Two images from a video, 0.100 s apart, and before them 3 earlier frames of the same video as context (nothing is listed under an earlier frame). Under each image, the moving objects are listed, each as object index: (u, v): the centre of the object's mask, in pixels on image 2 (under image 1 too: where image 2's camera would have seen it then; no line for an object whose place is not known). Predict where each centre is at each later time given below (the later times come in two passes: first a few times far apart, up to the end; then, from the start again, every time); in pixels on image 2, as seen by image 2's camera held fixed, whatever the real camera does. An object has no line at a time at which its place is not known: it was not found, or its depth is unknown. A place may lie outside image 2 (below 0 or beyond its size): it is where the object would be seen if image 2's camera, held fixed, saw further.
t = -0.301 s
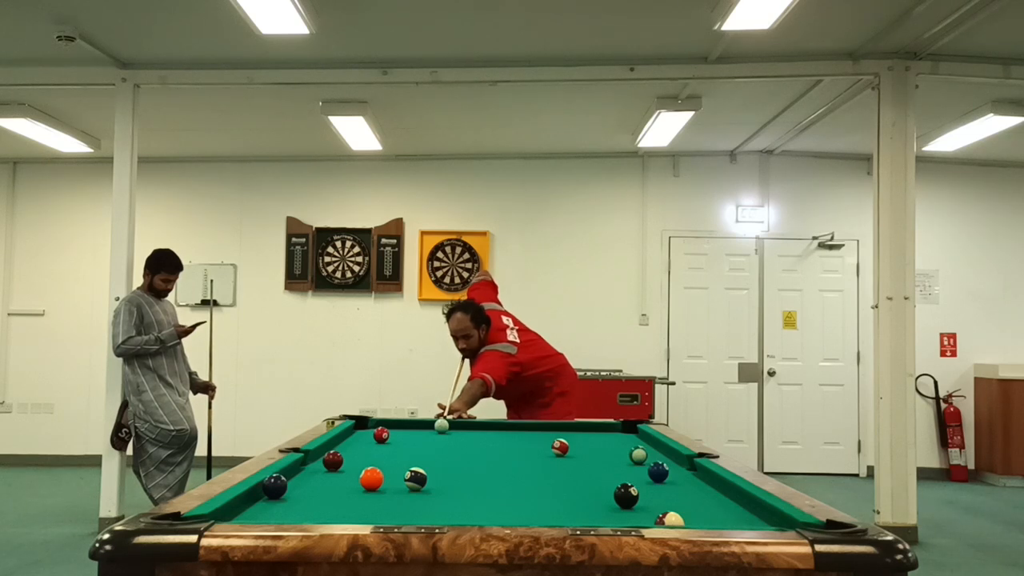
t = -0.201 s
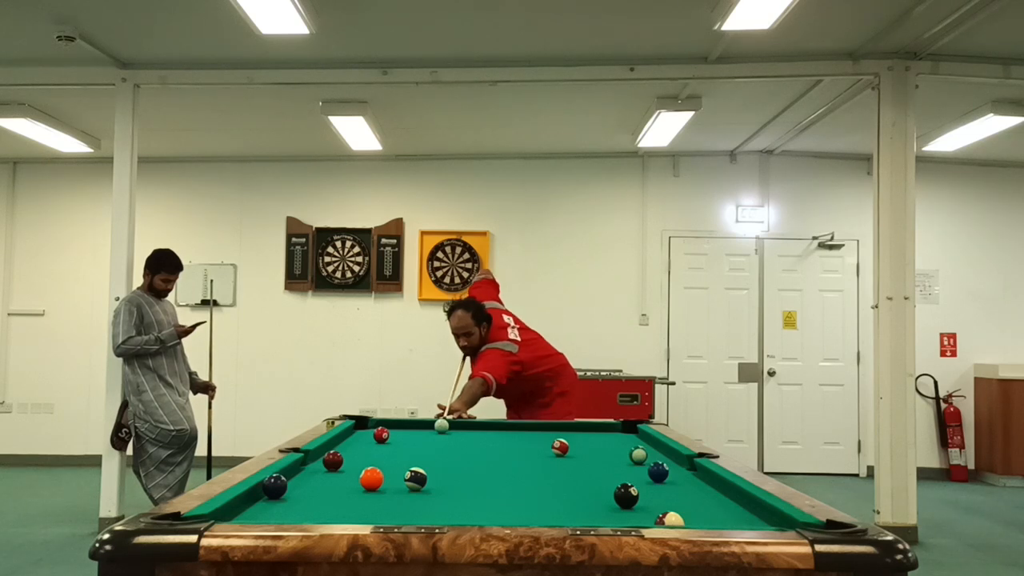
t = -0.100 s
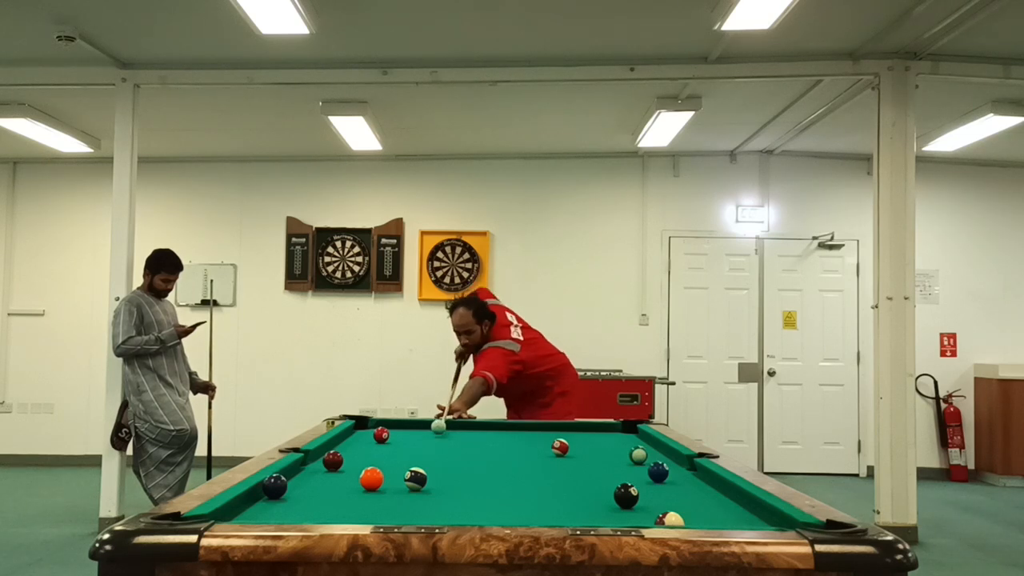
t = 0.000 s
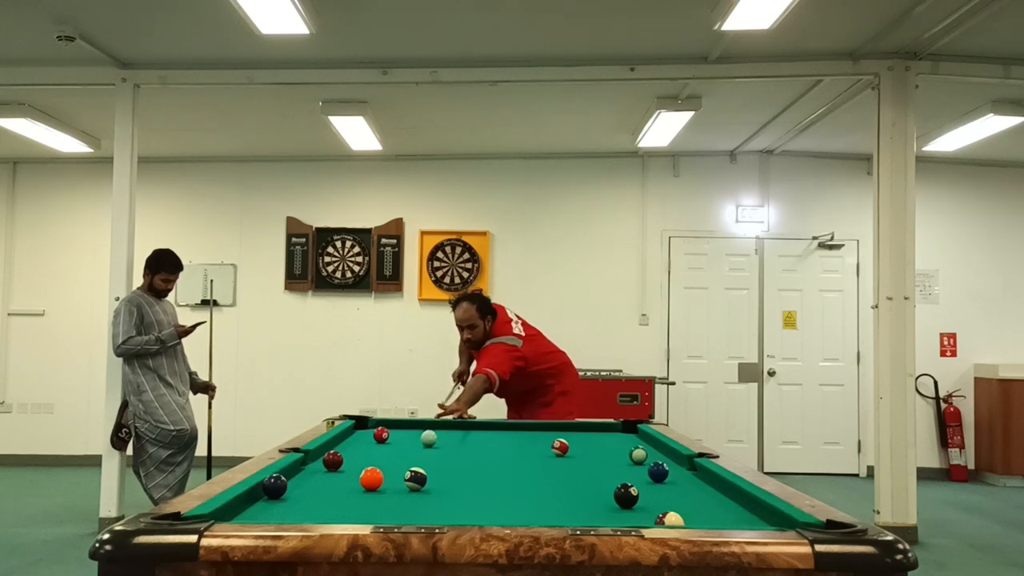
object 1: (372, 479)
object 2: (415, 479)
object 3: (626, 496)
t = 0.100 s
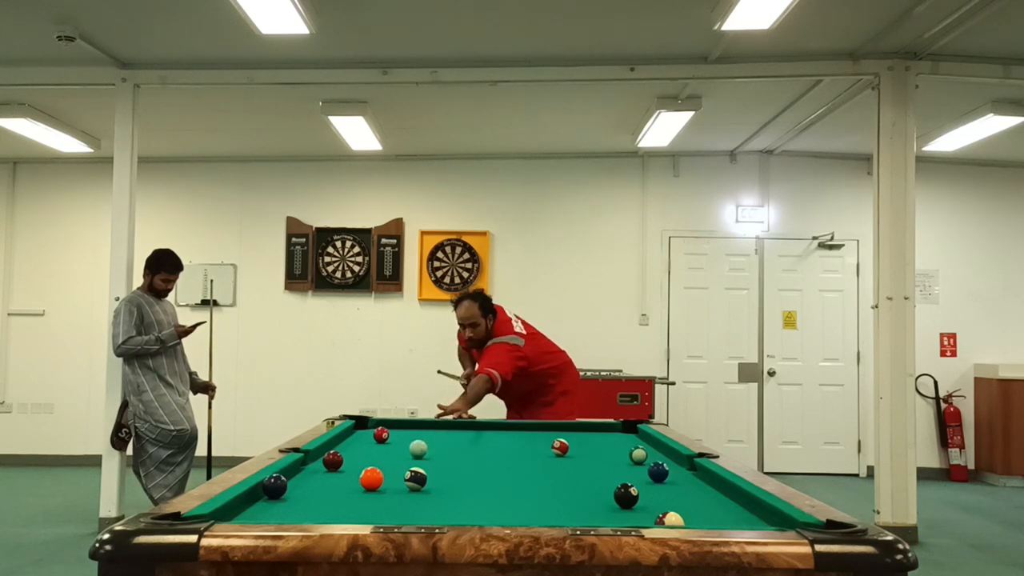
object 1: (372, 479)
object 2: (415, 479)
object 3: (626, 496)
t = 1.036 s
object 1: (296, 515)
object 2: (606, 493)
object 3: (639, 497)
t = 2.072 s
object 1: (418, 505)
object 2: (661, 492)
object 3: (741, 510)
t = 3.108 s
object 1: (491, 493)
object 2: (685, 493)
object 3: (710, 513)
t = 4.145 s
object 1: (533, 486)
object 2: (687, 492)
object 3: (708, 513)
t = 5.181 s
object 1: (548, 483)
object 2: (687, 492)
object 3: (709, 513)
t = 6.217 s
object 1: (550, 483)
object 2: (687, 493)
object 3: (708, 513)
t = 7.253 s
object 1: (550, 483)
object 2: (687, 493)
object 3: (708, 513)
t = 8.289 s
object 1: (550, 483)
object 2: (687, 493)
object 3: (708, 513)
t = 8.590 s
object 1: (550, 483)
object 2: (687, 492)
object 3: (708, 513)
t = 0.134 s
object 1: (372, 479)
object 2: (415, 479)
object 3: (626, 496)
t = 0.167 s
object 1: (372, 479)
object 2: (415, 479)
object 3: (626, 496)
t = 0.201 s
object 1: (372, 479)
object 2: (415, 479)
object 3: (626, 496)
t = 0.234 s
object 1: (372, 479)
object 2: (415, 479)
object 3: (626, 496)
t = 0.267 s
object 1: (372, 479)
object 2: (415, 479)
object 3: (626, 496)
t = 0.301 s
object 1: (372, 479)
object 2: (415, 479)
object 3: (626, 496)
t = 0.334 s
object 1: (371, 479)
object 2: (415, 479)
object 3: (626, 496)
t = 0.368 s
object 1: (355, 481)
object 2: (421, 479)
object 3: (626, 496)
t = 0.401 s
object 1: (339, 483)
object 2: (434, 480)
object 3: (626, 496)
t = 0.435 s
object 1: (322, 486)
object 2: (446, 481)
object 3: (626, 496)
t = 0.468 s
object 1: (306, 488)
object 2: (457, 482)
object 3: (626, 496)
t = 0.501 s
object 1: (291, 490)
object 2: (467, 483)
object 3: (626, 496)
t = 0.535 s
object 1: (277, 493)
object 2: (476, 483)
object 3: (626, 496)
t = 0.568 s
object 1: (262, 494)
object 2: (485, 484)
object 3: (626, 496)
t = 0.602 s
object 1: (256, 496)
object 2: (495, 485)
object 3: (626, 496)
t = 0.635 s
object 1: (260, 499)
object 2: (505, 486)
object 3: (626, 496)
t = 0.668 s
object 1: (263, 501)
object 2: (514, 486)
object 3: (626, 496)
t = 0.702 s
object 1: (266, 502)
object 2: (523, 487)
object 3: (626, 496)
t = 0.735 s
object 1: (269, 504)
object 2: (533, 488)
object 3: (626, 496)
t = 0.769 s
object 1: (271, 505)
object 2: (542, 488)
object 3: (626, 496)
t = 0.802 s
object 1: (274, 507)
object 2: (551, 489)
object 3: (626, 496)
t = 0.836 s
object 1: (277, 508)
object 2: (561, 490)
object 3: (626, 496)
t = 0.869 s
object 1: (280, 510)
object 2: (571, 491)
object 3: (626, 496)
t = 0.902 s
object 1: (284, 511)
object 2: (580, 491)
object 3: (626, 496)
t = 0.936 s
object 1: (287, 512)
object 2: (590, 492)
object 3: (626, 496)
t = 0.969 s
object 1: (290, 513)
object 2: (600, 493)
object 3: (626, 496)
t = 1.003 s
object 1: (293, 514)
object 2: (604, 493)
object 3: (631, 496)
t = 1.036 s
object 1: (296, 515)
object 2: (606, 493)
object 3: (639, 497)
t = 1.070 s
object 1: (300, 516)
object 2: (608, 493)
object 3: (645, 498)
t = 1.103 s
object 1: (305, 516)
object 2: (610, 493)
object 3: (650, 498)
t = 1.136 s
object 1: (310, 516)
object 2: (612, 493)
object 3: (656, 499)
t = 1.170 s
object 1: (315, 515)
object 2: (615, 493)
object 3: (661, 499)
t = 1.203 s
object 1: (320, 515)
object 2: (616, 492)
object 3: (667, 499)
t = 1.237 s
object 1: (324, 514)
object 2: (619, 492)
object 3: (673, 500)
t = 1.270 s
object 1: (329, 514)
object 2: (621, 492)
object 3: (678, 500)
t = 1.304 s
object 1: (334, 513)
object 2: (623, 492)
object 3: (684, 501)
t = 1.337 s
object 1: (338, 513)
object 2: (625, 492)
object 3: (689, 502)
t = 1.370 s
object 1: (342, 513)
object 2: (627, 492)
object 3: (695, 502)
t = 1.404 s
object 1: (347, 512)
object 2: (629, 492)
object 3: (700, 503)
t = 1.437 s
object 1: (351, 512)
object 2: (631, 492)
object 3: (706, 504)
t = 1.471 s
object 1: (355, 512)
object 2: (633, 492)
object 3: (712, 504)
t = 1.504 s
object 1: (359, 511)
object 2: (635, 492)
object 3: (717, 505)
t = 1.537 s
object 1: (363, 511)
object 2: (637, 492)
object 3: (723, 505)
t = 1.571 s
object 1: (367, 511)
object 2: (638, 492)
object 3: (728, 505)
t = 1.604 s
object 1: (371, 510)
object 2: (640, 492)
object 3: (734, 506)
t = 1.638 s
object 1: (374, 510)
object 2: (642, 493)
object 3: (740, 507)
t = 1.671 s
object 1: (378, 510)
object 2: (644, 493)
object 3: (745, 507)
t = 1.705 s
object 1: (382, 509)
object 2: (645, 493)
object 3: (751, 508)
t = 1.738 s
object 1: (385, 509)
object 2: (647, 492)
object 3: (756, 509)
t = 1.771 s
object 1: (389, 509)
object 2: (648, 492)
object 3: (758, 509)
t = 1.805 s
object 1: (393, 508)
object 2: (649, 492)
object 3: (756, 509)
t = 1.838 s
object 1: (396, 508)
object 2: (651, 492)
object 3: (754, 509)
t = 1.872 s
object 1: (399, 508)
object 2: (652, 492)
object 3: (752, 509)
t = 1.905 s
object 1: (403, 507)
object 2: (654, 492)
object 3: (750, 510)
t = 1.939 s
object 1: (406, 507)
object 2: (655, 492)
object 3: (748, 510)
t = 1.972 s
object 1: (409, 506)
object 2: (656, 492)
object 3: (747, 510)
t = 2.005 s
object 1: (412, 506)
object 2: (658, 492)
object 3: (745, 510)
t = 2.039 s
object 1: (415, 506)
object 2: (660, 492)
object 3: (743, 510)
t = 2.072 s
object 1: (418, 505)
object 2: (661, 492)
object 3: (741, 510)
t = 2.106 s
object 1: (421, 505)
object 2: (662, 492)
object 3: (740, 510)
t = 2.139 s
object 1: (424, 504)
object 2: (663, 492)
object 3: (738, 510)
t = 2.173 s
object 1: (427, 504)
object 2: (665, 492)
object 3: (737, 511)
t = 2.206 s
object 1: (430, 503)
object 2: (666, 492)
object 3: (735, 511)
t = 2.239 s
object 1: (433, 503)
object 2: (667, 492)
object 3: (734, 511)
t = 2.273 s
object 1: (435, 502)
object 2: (668, 492)
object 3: (732, 511)
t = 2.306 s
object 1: (438, 502)
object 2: (669, 492)
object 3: (731, 511)
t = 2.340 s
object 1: (441, 501)
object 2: (670, 492)
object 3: (729, 511)
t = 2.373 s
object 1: (443, 501)
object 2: (671, 492)
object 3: (728, 511)
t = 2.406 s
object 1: (446, 501)
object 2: (672, 492)
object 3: (727, 511)
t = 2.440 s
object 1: (449, 500)
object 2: (672, 492)
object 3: (726, 511)
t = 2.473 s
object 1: (451, 500)
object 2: (673, 492)
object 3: (724, 512)
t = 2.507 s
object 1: (453, 499)
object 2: (674, 492)
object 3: (723, 512)
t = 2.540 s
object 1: (456, 499)
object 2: (675, 492)
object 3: (722, 512)
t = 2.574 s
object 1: (458, 499)
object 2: (676, 492)
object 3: (721, 512)
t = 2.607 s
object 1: (460, 498)
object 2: (677, 492)
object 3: (720, 512)
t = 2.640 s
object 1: (463, 498)
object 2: (678, 492)
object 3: (719, 512)
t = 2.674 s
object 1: (465, 498)
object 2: (678, 492)
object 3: (718, 512)
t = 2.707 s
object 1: (467, 497)
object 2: (679, 492)
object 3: (717, 512)
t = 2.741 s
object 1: (469, 497)
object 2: (680, 492)
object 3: (716, 512)
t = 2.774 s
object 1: (471, 496)
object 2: (680, 492)
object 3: (716, 513)
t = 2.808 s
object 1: (473, 496)
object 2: (681, 492)
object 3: (715, 513)
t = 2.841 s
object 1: (476, 496)
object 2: (681, 493)
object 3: (714, 513)
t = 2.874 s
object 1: (478, 495)
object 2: (682, 493)
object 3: (713, 513)
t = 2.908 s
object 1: (480, 495)
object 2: (682, 492)
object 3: (713, 513)
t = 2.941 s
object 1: (482, 495)
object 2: (683, 492)
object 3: (712, 513)
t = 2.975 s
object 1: (484, 494)
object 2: (684, 492)
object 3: (712, 513)
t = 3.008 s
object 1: (486, 494)
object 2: (684, 492)
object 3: (711, 513)
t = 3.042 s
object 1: (488, 494)
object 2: (684, 492)
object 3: (711, 513)
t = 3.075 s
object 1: (489, 494)
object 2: (684, 493)
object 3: (710, 513)
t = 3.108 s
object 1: (491, 493)
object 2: (685, 493)
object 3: (710, 513)
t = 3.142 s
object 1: (493, 493)
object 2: (685, 493)
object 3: (710, 513)
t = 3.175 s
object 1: (495, 493)
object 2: (686, 493)
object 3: (709, 513)
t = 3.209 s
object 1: (497, 492)
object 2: (686, 493)
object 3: (709, 513)
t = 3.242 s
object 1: (498, 492)
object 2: (686, 493)
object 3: (709, 513)
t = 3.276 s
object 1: (500, 492)
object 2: (686, 493)
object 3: (709, 513)
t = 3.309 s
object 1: (502, 492)
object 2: (686, 493)
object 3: (709, 513)
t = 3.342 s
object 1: (503, 491)
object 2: (686, 493)
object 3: (709, 513)
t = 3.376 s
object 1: (505, 491)
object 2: (686, 493)
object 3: (708, 513)
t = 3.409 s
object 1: (506, 491)
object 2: (686, 492)
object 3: (709, 513)
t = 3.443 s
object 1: (508, 491)
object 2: (686, 493)
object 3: (708, 513)
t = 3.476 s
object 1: (509, 490)
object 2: (687, 493)
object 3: (708, 513)
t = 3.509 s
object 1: (511, 490)
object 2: (687, 493)
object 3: (708, 513)
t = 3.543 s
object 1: (512, 490)
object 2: (687, 492)
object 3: (708, 513)
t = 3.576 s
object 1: (513, 489)
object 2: (687, 493)
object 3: (708, 513)
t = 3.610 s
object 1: (515, 489)
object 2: (687, 492)
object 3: (708, 513)
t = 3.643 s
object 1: (516, 489)
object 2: (687, 492)
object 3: (708, 513)
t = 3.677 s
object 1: (517, 489)
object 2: (687, 492)
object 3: (708, 513)
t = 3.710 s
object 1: (518, 489)
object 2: (687, 492)
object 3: (708, 513)
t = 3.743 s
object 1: (520, 488)
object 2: (687, 492)
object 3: (708, 513)
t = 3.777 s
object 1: (521, 488)
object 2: (687, 492)
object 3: (708, 513)
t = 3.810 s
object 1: (522, 488)
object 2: (687, 493)
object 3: (708, 513)
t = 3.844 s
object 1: (523, 488)
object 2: (687, 492)
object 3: (708, 513)
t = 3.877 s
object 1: (524, 488)
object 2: (687, 493)
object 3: (708, 513)
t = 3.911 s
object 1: (526, 487)
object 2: (687, 492)
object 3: (708, 513)
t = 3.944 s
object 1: (527, 487)
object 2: (687, 492)
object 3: (708, 513)
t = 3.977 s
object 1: (528, 487)
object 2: (687, 492)
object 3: (708, 513)
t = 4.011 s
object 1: (529, 487)
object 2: (687, 493)
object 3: (708, 513)
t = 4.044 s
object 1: (530, 487)
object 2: (687, 492)
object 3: (708, 513)
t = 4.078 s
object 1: (531, 487)
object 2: (687, 493)
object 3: (708, 513)
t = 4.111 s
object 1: (532, 486)
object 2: (687, 492)
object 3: (708, 513)
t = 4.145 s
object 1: (533, 486)
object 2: (687, 492)
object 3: (708, 513)
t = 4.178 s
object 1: (533, 486)
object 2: (687, 492)
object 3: (708, 513)
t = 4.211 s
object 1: (534, 486)
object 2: (687, 492)
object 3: (708, 513)
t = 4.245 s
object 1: (535, 486)
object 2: (687, 492)
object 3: (708, 513)
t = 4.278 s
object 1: (535, 486)
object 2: (687, 492)
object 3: (708, 513)
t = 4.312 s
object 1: (536, 486)
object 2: (687, 492)
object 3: (708, 513)
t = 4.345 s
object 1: (537, 485)
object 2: (687, 492)
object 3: (708, 513)
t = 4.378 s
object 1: (538, 485)
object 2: (687, 493)
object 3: (708, 513)
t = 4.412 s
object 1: (538, 485)
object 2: (687, 493)
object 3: (708, 513)
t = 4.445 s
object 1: (539, 485)
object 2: (687, 492)
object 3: (708, 513)
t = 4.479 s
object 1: (539, 485)
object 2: (687, 493)
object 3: (708, 513)
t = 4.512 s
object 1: (540, 485)
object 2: (687, 493)
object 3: (708, 513)
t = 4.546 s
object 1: (541, 485)
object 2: (687, 493)
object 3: (708, 513)
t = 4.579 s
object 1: (541, 484)
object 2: (687, 492)
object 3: (708, 513)
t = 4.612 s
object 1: (542, 484)
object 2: (687, 493)
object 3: (708, 513)
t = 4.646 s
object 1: (542, 484)
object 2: (687, 492)
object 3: (708, 513)
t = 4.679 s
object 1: (543, 484)
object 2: (687, 493)
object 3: (708, 513)
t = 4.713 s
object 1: (543, 484)
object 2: (687, 492)
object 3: (708, 513)
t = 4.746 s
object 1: (544, 484)
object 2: (687, 492)
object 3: (708, 513)
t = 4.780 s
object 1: (544, 484)
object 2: (687, 493)
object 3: (709, 513)
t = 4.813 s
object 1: (544, 484)
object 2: (687, 493)
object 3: (708, 513)
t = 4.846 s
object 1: (545, 484)
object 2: (687, 493)
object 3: (708, 513)
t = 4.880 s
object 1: (545, 484)
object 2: (687, 493)
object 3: (708, 513)
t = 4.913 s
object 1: (546, 484)
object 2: (687, 493)
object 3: (708, 513)
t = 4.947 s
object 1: (546, 483)
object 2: (687, 493)
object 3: (709, 513)
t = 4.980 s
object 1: (546, 483)
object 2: (687, 493)
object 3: (708, 513)
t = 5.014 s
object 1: (547, 483)
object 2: (687, 492)
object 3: (709, 513)
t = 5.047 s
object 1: (547, 483)
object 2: (687, 492)
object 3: (709, 513)
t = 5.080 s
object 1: (547, 483)
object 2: (687, 492)
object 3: (709, 513)
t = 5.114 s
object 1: (548, 483)
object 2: (687, 493)
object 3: (709, 513)
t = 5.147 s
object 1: (548, 483)
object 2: (687, 493)
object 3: (708, 513)
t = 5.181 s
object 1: (548, 483)
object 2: (687, 492)
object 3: (709, 513)
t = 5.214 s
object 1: (548, 483)
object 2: (687, 493)
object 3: (708, 513)
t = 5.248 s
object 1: (549, 483)
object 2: (687, 493)
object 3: (708, 513)
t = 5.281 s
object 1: (549, 483)
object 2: (687, 492)
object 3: (708, 513)
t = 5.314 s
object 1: (549, 483)
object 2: (687, 493)
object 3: (708, 513)
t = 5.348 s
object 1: (549, 483)
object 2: (687, 493)
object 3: (708, 513)
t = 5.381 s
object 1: (549, 483)
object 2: (687, 493)
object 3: (708, 513)
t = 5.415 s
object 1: (550, 483)
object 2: (687, 493)
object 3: (708, 513)
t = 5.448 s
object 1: (550, 483)
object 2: (687, 492)
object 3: (708, 513)
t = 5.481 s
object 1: (550, 483)
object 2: (687, 493)
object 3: (708, 513)
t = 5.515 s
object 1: (550, 483)
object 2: (687, 492)
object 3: (708, 513)
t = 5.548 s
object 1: (550, 483)
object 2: (687, 493)
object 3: (708, 513)
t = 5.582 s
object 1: (550, 483)
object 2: (687, 492)
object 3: (708, 513)
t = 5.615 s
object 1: (550, 483)
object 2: (687, 492)
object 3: (708, 513)
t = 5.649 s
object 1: (550, 483)
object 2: (687, 493)
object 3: (708, 513)
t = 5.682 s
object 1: (550, 483)
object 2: (687, 492)
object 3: (708, 513)
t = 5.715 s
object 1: (550, 483)
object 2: (687, 493)
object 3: (708, 513)
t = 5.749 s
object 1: (550, 483)
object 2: (687, 492)
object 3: (708, 513)
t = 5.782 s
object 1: (550, 483)
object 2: (687, 492)
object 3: (708, 513)
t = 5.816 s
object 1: (550, 483)
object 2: (687, 492)
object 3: (708, 513)
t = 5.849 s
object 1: (550, 483)
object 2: (687, 492)
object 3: (708, 513)
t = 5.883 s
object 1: (550, 483)
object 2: (687, 493)
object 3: (708, 513)
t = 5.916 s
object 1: (550, 483)
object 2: (687, 492)
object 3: (708, 513)
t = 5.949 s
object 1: (550, 483)
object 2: (687, 493)
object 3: (708, 513)
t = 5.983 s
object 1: (550, 483)
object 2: (687, 492)
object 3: (708, 513)
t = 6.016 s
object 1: (550, 483)
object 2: (687, 492)
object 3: (708, 513)
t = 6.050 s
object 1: (550, 483)
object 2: (687, 492)
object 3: (708, 513)
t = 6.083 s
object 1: (550, 483)
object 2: (687, 492)
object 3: (708, 513)
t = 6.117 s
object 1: (550, 483)
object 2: (687, 492)
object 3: (708, 513)
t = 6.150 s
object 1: (550, 483)
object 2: (687, 492)
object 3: (708, 513)
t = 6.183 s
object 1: (550, 483)
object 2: (687, 492)
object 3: (708, 513)
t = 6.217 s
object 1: (550, 483)
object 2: (687, 493)
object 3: (708, 513)
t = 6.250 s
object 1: (550, 483)
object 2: (687, 492)
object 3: (708, 513)
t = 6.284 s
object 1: (550, 483)
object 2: (687, 492)
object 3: (708, 513)
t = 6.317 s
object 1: (550, 483)
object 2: (687, 493)
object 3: (708, 513)
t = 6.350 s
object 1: (550, 483)
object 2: (687, 492)
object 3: (708, 513)
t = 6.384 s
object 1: (550, 483)
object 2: (687, 492)
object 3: (708, 513)
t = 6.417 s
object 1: (550, 483)
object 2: (687, 493)
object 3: (708, 513)
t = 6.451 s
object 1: (550, 483)
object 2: (687, 492)
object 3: (708, 513)
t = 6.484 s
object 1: (550, 483)
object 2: (687, 493)
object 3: (708, 513)
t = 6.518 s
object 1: (550, 483)
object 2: (687, 492)
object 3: (708, 513)
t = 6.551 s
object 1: (550, 483)
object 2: (687, 493)
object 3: (708, 513)
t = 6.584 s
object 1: (550, 483)
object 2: (687, 492)
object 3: (708, 513)
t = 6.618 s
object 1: (550, 483)
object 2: (687, 492)
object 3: (708, 514)
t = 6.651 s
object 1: (550, 483)
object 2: (687, 493)
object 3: (708, 513)
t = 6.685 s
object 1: (550, 483)
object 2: (687, 493)
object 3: (708, 513)
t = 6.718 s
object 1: (550, 483)
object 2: (687, 492)
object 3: (708, 513)
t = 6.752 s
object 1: (550, 483)
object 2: (687, 493)
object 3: (708, 513)
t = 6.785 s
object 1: (550, 483)
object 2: (687, 493)
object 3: (708, 513)
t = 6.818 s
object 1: (550, 483)
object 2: (687, 493)
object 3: (708, 513)
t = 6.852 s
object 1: (550, 483)
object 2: (687, 493)
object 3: (708, 513)
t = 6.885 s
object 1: (550, 483)
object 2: (687, 492)
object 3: (708, 513)
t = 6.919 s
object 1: (550, 483)
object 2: (687, 492)
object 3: (708, 513)
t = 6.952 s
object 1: (550, 483)
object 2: (687, 493)
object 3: (708, 513)
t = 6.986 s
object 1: (550, 483)
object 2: (687, 492)
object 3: (708, 513)
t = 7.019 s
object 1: (550, 483)
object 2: (687, 493)
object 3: (708, 513)
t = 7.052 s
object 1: (550, 483)
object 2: (687, 493)
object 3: (708, 513)
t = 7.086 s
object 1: (550, 483)
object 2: (687, 493)
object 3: (708, 513)
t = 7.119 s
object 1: (550, 483)
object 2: (687, 492)
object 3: (708, 513)
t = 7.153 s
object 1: (550, 483)
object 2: (687, 493)
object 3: (708, 513)
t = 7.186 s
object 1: (550, 483)
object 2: (687, 492)
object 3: (708, 513)
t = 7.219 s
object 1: (550, 483)
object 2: (687, 493)
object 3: (708, 513)
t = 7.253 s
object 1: (550, 483)
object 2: (687, 493)
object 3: (708, 513)
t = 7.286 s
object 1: (550, 483)
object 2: (687, 492)
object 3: (708, 513)
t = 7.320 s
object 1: (550, 483)
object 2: (687, 493)
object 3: (708, 513)
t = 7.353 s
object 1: (550, 483)
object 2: (687, 492)
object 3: (708, 513)
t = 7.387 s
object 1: (550, 483)
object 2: (687, 492)
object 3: (708, 513)
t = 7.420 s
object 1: (550, 483)
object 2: (687, 493)
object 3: (708, 513)
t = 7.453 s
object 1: (550, 483)
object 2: (687, 492)
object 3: (708, 513)
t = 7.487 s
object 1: (550, 483)
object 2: (687, 492)
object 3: (708, 513)
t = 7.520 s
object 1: (550, 483)
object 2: (687, 493)
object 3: (708, 513)
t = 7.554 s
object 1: (550, 483)
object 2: (687, 493)
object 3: (708, 513)
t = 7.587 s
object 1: (550, 483)
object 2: (687, 493)
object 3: (708, 513)
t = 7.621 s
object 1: (550, 483)
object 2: (687, 493)
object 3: (708, 513)
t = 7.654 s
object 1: (550, 483)
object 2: (687, 492)
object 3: (708, 513)
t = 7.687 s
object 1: (550, 483)
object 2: (687, 493)
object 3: (708, 513)
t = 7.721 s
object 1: (550, 483)
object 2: (687, 493)
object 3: (708, 513)
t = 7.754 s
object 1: (550, 483)
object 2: (687, 493)
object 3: (708, 513)
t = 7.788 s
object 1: (550, 483)
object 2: (687, 493)
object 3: (708, 513)
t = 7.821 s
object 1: (550, 483)
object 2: (687, 493)
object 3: (708, 513)
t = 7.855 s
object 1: (550, 483)
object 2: (687, 492)
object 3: (708, 513)
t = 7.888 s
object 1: (550, 483)
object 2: (687, 492)
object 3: (708, 513)
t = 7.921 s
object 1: (550, 483)
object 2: (687, 493)
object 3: (708, 513)
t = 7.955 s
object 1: (550, 483)
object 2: (687, 493)
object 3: (709, 513)
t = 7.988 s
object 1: (550, 483)
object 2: (687, 493)
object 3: (709, 513)
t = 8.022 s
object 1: (550, 483)
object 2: (687, 493)
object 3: (709, 513)
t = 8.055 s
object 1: (550, 483)
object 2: (687, 492)
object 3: (709, 513)
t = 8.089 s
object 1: (550, 483)
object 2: (687, 493)
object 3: (708, 513)
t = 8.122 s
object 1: (550, 483)
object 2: (687, 493)
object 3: (708, 513)
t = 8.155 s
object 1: (550, 483)
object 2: (687, 492)
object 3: (708, 513)
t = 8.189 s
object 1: (550, 483)
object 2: (687, 492)
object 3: (708, 513)
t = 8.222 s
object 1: (550, 483)
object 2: (687, 492)
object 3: (709, 513)
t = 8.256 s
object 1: (550, 483)
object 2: (687, 492)
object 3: (709, 513)
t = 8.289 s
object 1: (550, 483)
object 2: (687, 493)
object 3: (708, 513)
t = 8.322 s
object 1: (550, 483)
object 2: (687, 492)
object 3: (708, 513)
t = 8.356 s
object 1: (550, 483)
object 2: (687, 492)
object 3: (708, 513)
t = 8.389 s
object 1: (550, 483)
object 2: (687, 492)
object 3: (708, 513)
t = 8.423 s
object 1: (550, 483)
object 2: (687, 492)
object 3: (708, 513)
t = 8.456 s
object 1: (550, 483)
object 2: (687, 492)
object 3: (708, 513)
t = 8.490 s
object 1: (550, 483)
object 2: (687, 493)
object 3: (708, 513)
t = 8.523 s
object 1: (550, 483)
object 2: (687, 492)
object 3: (708, 513)
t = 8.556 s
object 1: (550, 483)
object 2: (687, 492)
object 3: (708, 513)
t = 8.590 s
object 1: (550, 483)
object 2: (687, 492)
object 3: (708, 513)
